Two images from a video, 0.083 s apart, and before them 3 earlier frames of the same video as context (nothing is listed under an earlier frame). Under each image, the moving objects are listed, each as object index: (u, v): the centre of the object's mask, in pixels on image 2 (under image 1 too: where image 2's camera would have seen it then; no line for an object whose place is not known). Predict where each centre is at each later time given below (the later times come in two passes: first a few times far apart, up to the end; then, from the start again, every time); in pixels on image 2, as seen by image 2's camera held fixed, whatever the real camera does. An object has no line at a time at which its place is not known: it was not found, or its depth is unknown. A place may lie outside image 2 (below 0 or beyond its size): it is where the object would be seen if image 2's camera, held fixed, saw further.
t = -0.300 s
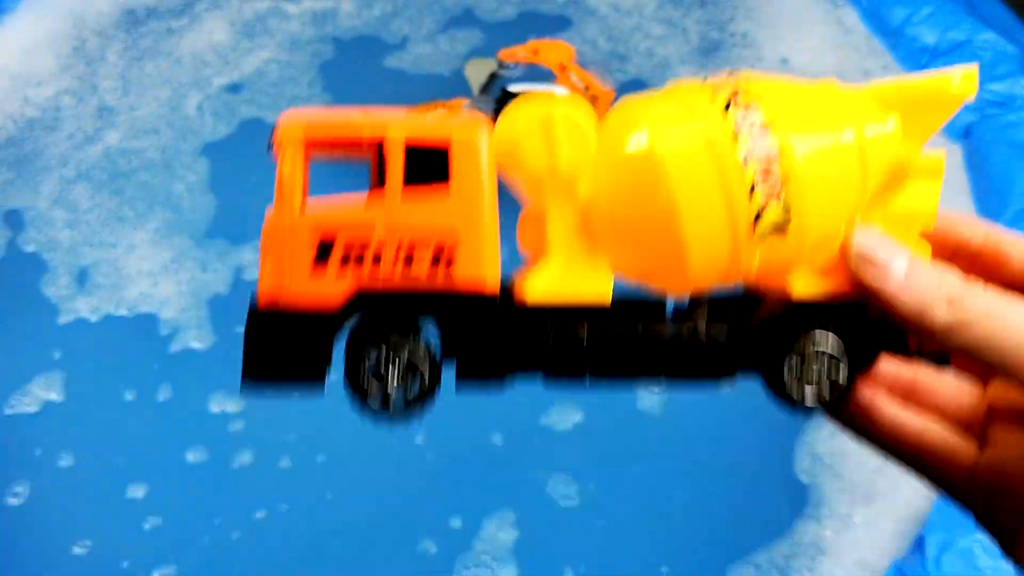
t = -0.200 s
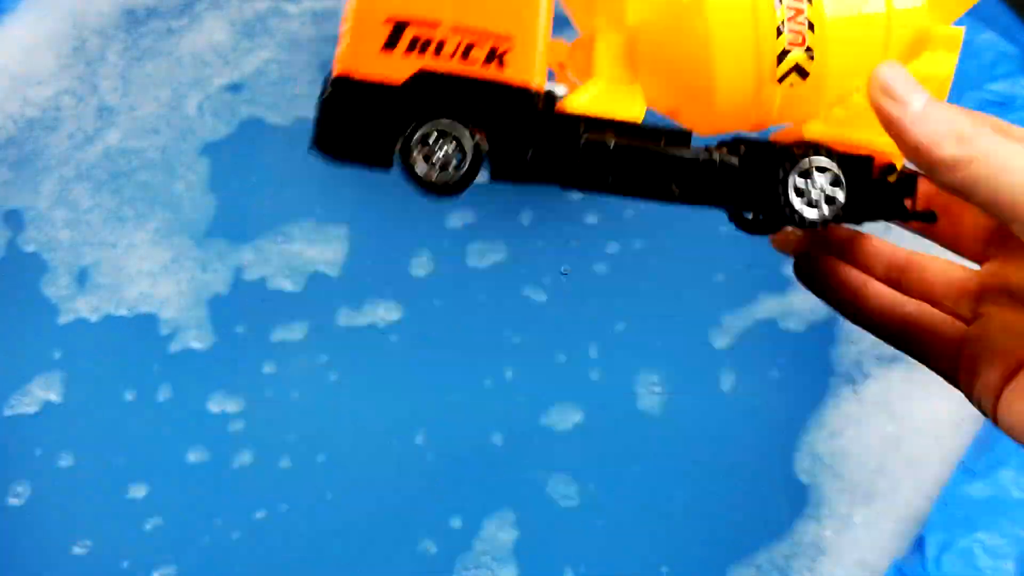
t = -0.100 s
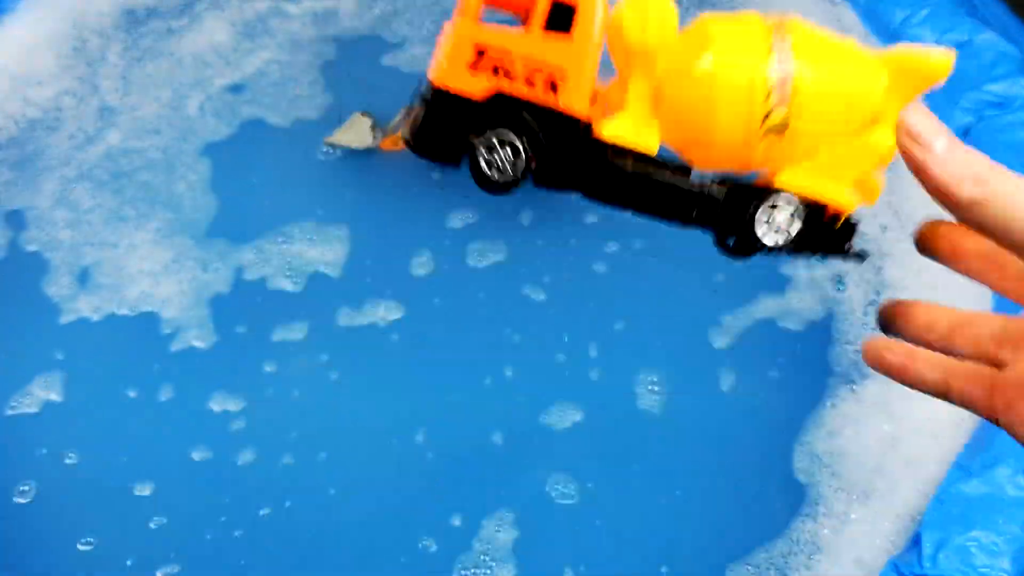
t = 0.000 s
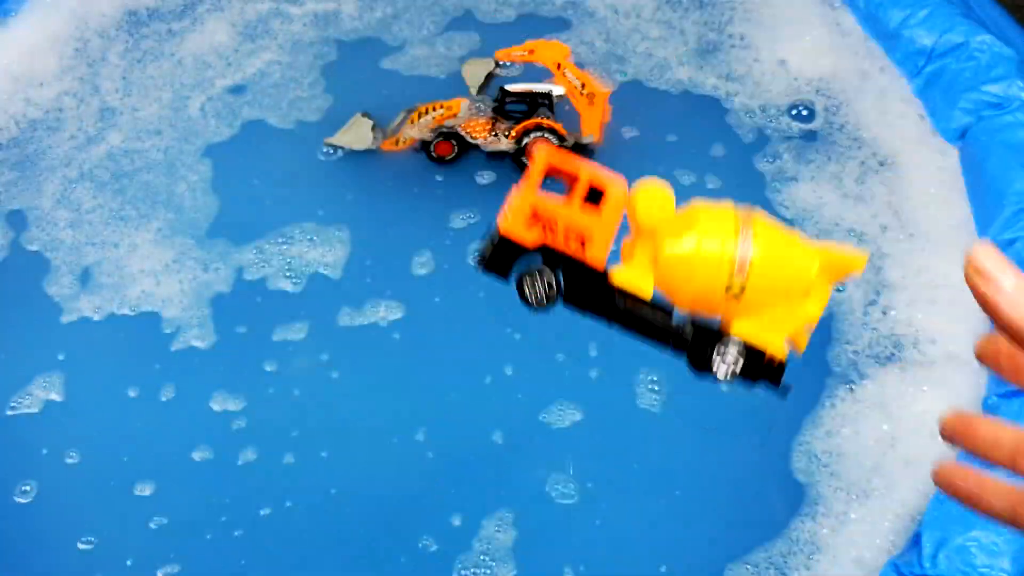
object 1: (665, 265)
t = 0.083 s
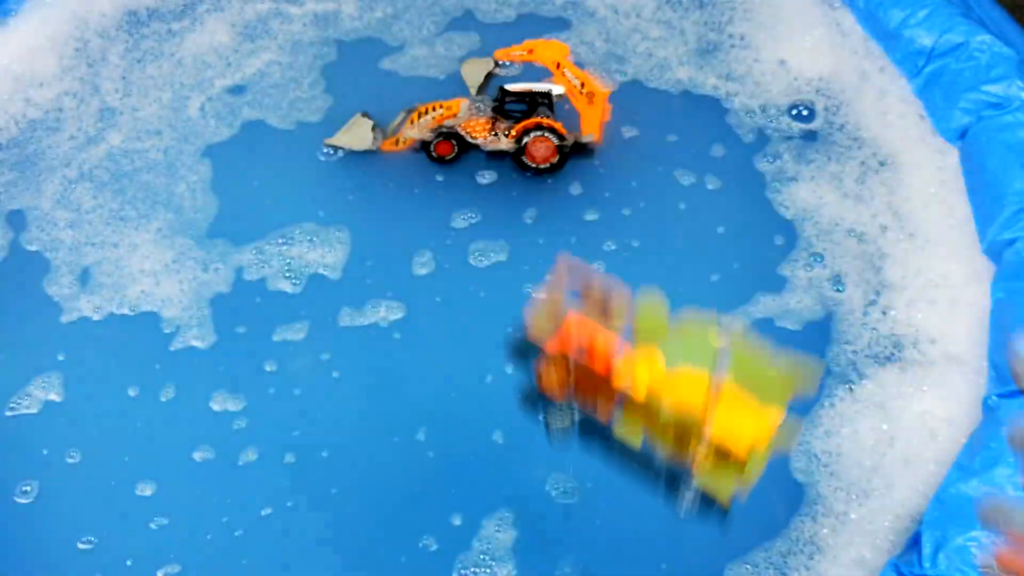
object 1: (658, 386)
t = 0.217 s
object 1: (647, 480)
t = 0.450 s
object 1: (651, 471)
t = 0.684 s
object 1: (651, 486)
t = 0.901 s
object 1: (654, 480)
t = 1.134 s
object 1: (656, 480)
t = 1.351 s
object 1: (656, 480)
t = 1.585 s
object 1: (652, 484)
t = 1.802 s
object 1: (651, 481)
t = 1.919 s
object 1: (651, 471)
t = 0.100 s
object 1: (655, 417)
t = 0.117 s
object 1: (653, 431)
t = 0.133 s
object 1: (649, 460)
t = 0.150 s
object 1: (647, 464)
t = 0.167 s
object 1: (650, 473)
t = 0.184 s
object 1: (649, 474)
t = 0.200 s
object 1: (650, 479)
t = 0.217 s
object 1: (647, 480)
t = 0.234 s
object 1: (648, 483)
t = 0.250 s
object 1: (649, 483)
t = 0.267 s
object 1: (648, 483)
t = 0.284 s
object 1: (648, 479)
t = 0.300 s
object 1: (647, 479)
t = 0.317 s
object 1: (648, 475)
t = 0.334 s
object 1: (648, 474)
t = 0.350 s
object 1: (648, 473)
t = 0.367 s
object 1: (648, 472)
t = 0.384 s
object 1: (648, 471)
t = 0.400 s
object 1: (649, 471)
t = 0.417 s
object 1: (649, 471)
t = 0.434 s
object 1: (650, 470)
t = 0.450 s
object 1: (651, 471)
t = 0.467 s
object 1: (651, 472)
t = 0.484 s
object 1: (651, 473)
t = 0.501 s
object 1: (651, 475)
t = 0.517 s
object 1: (651, 476)
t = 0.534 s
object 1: (651, 478)
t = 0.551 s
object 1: (651, 479)
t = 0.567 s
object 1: (651, 481)
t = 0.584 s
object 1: (652, 483)
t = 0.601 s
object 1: (651, 484)
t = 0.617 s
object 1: (651, 485)
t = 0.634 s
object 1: (650, 485)
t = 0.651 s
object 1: (650, 485)
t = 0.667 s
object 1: (651, 486)
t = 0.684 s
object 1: (651, 486)
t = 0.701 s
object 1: (650, 486)
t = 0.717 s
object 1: (650, 486)
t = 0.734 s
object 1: (651, 486)
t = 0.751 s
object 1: (652, 485)
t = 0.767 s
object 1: (652, 485)
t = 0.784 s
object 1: (652, 484)
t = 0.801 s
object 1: (653, 484)
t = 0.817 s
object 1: (653, 483)
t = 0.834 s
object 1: (653, 482)
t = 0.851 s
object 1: (654, 481)
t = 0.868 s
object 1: (654, 481)
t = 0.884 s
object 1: (654, 480)
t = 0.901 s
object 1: (654, 480)
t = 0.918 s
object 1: (655, 480)
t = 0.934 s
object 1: (655, 480)
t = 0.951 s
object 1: (655, 480)
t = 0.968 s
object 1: (656, 480)
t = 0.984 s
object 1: (656, 480)
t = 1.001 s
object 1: (656, 480)
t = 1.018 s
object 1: (656, 480)
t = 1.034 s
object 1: (656, 480)
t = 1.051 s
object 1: (656, 480)
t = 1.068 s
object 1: (656, 480)
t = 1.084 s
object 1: (656, 480)
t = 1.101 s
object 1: (656, 480)
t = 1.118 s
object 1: (656, 480)
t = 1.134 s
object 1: (656, 480)
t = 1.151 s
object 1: (656, 480)
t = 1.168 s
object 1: (657, 481)
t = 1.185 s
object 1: (657, 481)
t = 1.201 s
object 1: (657, 481)
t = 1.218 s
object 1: (656, 480)
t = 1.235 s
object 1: (656, 480)
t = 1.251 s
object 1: (656, 480)
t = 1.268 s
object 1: (656, 480)
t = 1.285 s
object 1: (656, 480)
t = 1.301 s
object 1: (656, 480)
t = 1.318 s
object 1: (656, 480)
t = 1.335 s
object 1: (656, 480)
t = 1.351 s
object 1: (656, 480)
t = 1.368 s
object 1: (656, 480)
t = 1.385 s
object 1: (656, 480)
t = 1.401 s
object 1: (656, 479)
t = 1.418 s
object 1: (655, 480)
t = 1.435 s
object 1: (655, 480)
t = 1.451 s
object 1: (655, 480)
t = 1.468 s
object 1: (654, 480)
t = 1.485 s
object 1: (655, 480)
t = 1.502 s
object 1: (654, 481)
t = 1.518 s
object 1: (654, 481)
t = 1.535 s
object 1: (653, 482)
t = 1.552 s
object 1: (653, 482)
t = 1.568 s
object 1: (653, 484)
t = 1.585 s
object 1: (652, 484)
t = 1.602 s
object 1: (652, 485)
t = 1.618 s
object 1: (652, 485)
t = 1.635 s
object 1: (651, 486)
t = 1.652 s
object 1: (651, 486)
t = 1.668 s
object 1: (650, 486)
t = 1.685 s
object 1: (651, 486)
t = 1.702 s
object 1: (651, 486)
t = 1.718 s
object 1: (651, 486)
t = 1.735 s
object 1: (651, 486)
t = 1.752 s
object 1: (651, 485)
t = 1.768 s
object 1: (651, 484)
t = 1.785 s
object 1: (651, 483)
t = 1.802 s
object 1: (651, 481)
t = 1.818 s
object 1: (652, 479)
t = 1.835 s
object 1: (651, 478)
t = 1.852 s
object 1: (652, 476)
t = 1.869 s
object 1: (651, 475)
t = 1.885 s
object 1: (652, 473)
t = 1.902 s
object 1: (651, 472)
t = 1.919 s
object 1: (651, 471)
